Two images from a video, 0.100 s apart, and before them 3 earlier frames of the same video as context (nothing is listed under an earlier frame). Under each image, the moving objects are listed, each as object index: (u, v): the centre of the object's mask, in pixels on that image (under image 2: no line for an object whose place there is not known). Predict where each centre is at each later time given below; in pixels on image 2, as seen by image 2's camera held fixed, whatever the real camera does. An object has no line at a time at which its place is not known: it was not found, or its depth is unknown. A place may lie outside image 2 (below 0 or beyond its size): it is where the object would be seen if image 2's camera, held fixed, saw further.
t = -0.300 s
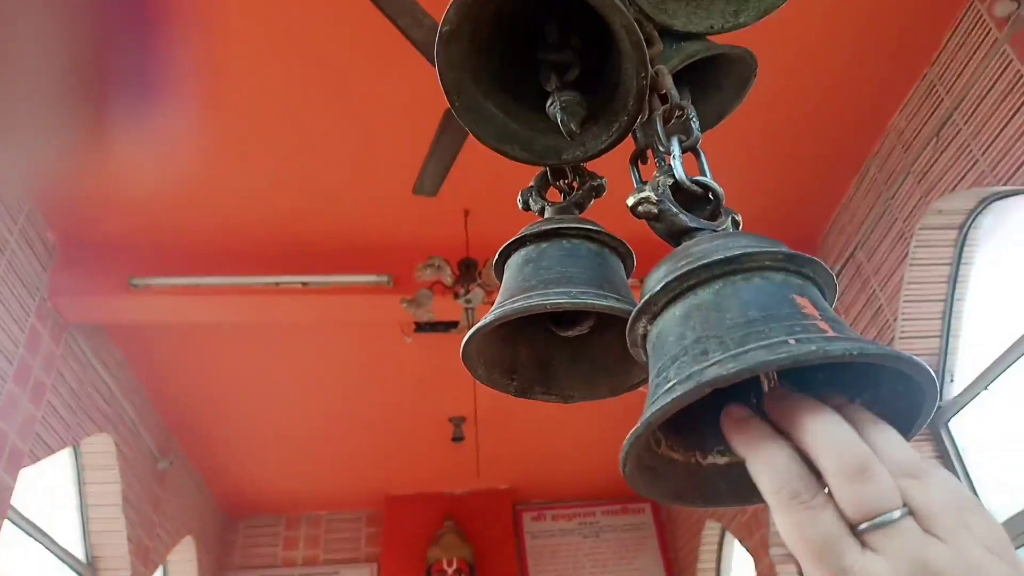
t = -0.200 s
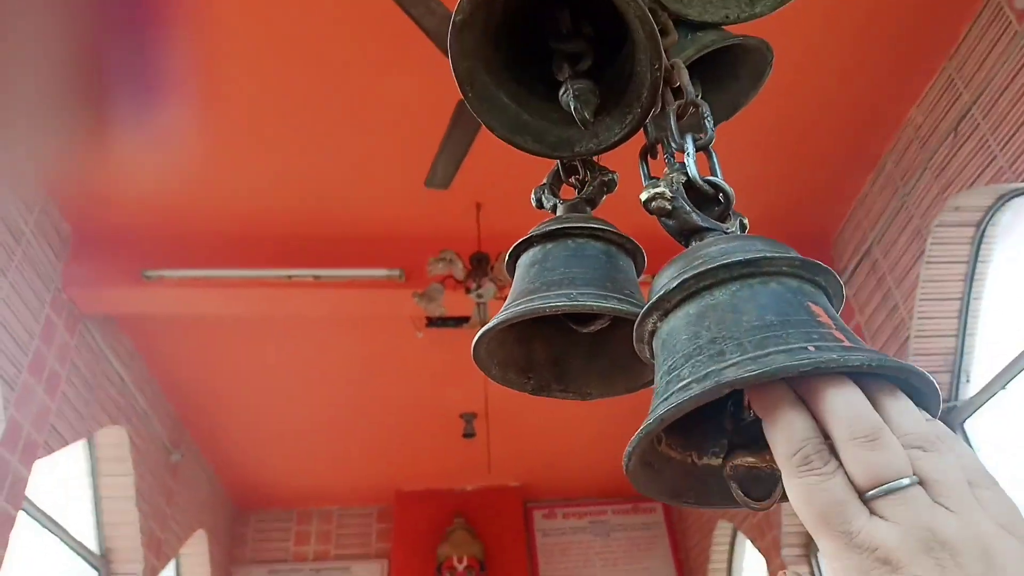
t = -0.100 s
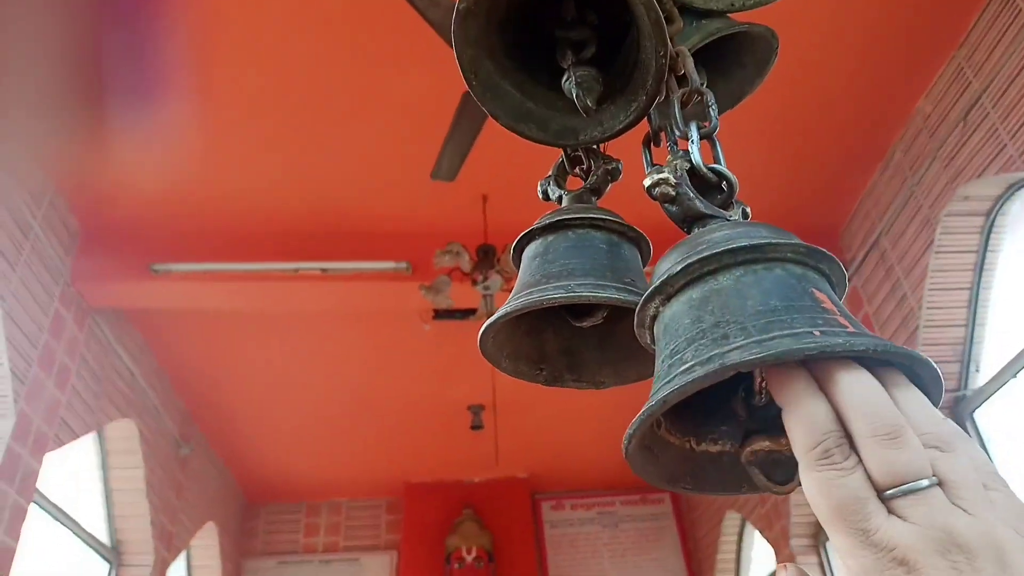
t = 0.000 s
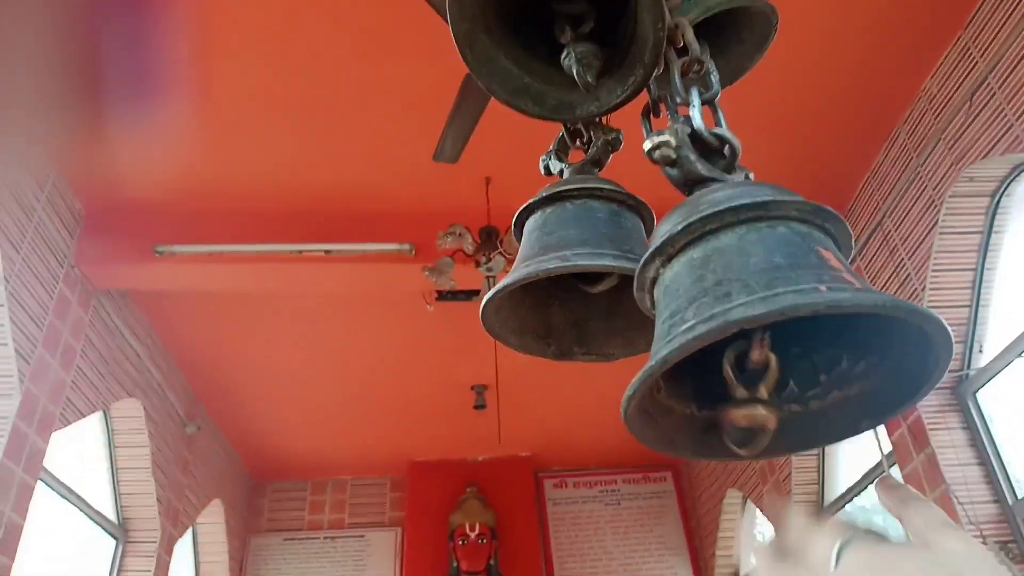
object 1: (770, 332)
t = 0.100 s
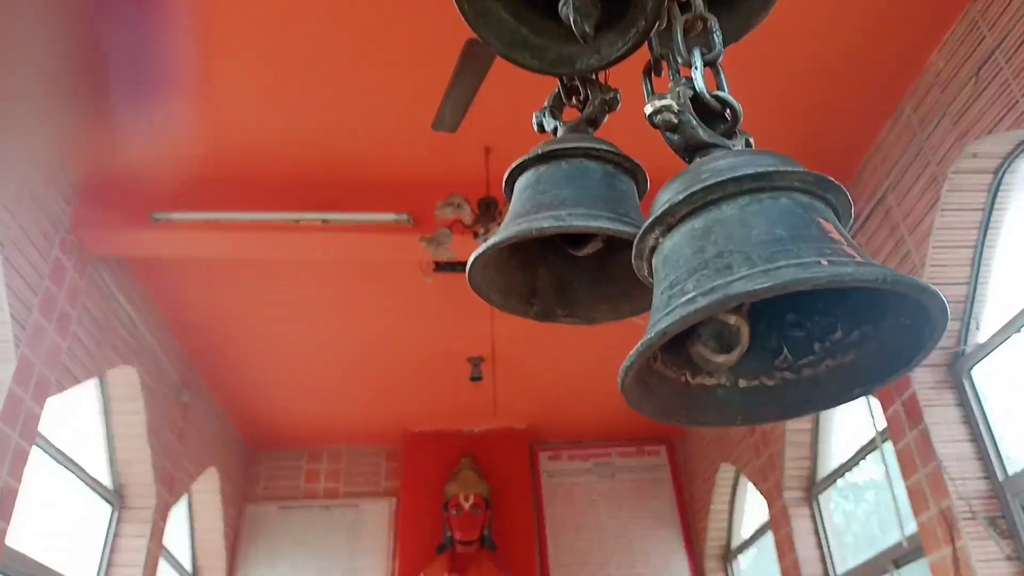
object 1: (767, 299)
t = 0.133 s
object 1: (759, 295)
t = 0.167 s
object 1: (752, 293)
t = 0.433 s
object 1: (730, 246)
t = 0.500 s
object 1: (725, 240)
